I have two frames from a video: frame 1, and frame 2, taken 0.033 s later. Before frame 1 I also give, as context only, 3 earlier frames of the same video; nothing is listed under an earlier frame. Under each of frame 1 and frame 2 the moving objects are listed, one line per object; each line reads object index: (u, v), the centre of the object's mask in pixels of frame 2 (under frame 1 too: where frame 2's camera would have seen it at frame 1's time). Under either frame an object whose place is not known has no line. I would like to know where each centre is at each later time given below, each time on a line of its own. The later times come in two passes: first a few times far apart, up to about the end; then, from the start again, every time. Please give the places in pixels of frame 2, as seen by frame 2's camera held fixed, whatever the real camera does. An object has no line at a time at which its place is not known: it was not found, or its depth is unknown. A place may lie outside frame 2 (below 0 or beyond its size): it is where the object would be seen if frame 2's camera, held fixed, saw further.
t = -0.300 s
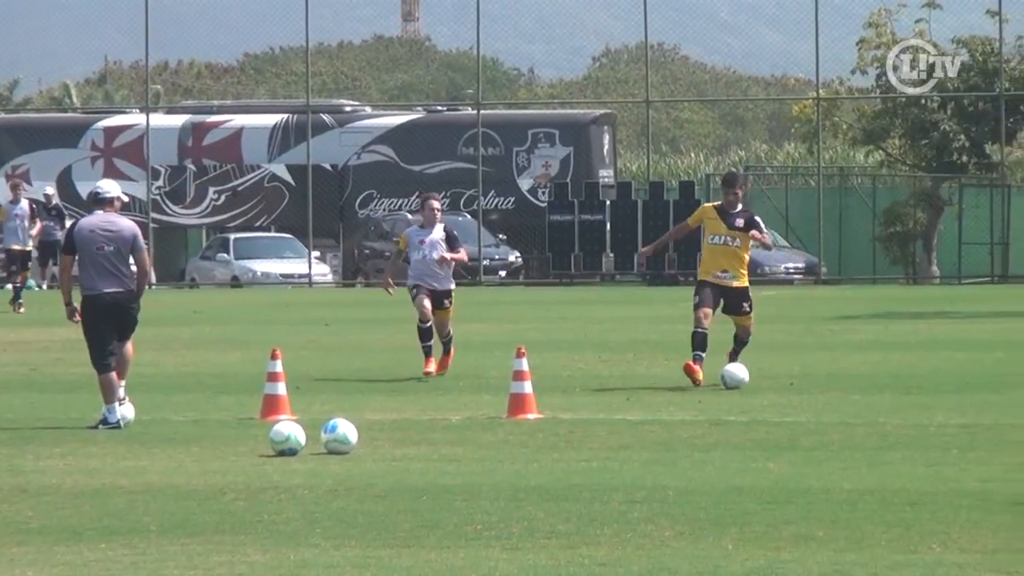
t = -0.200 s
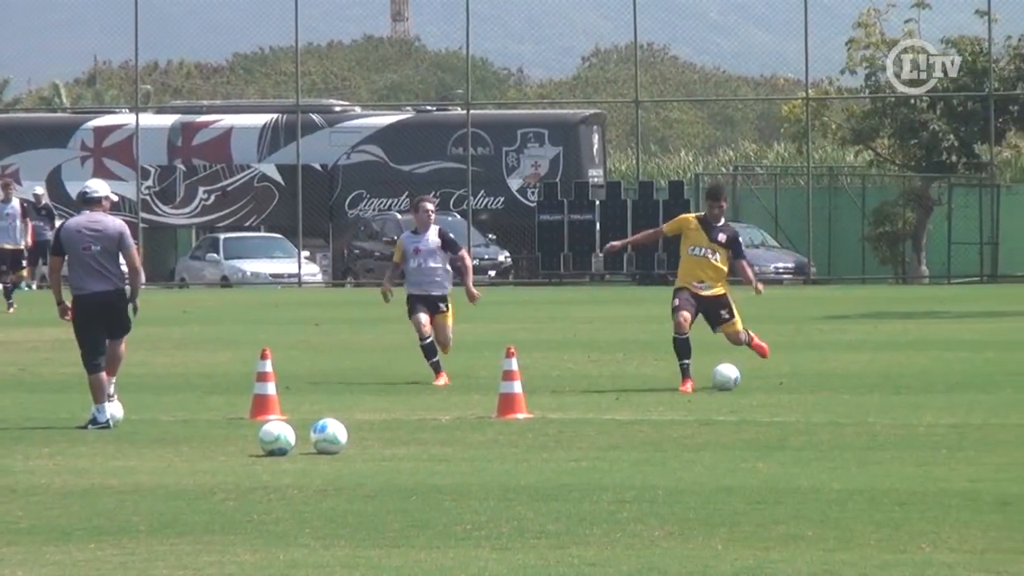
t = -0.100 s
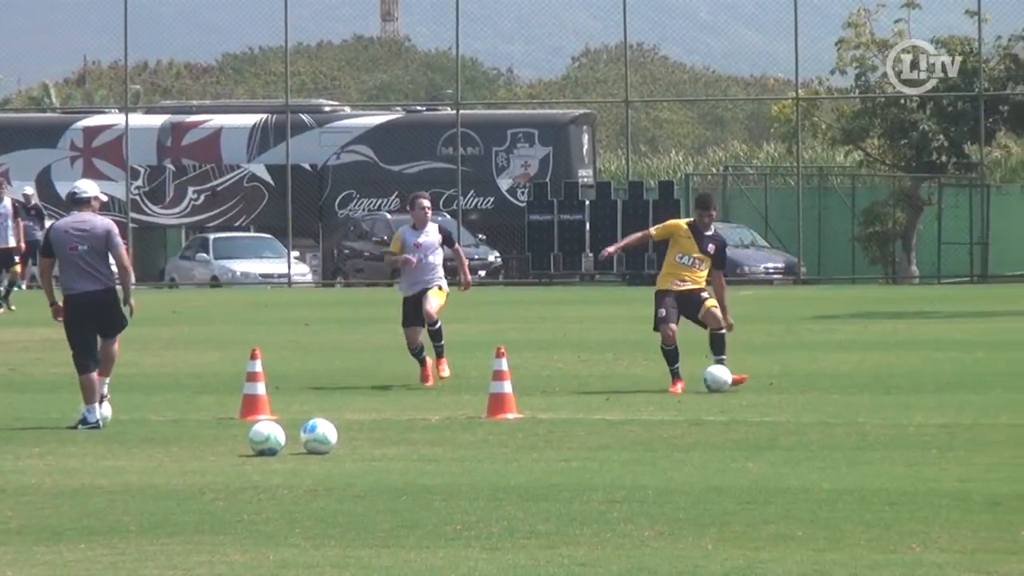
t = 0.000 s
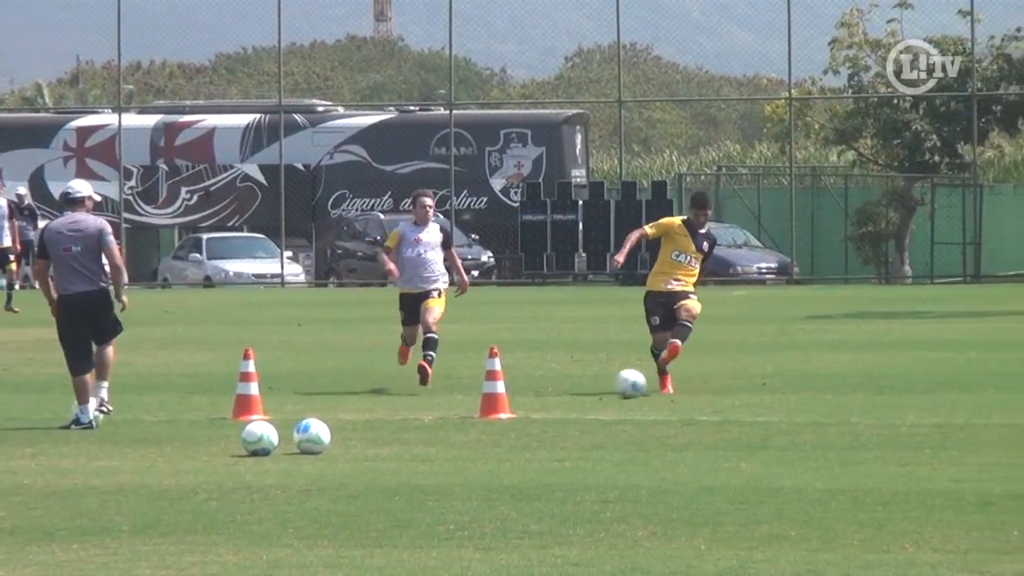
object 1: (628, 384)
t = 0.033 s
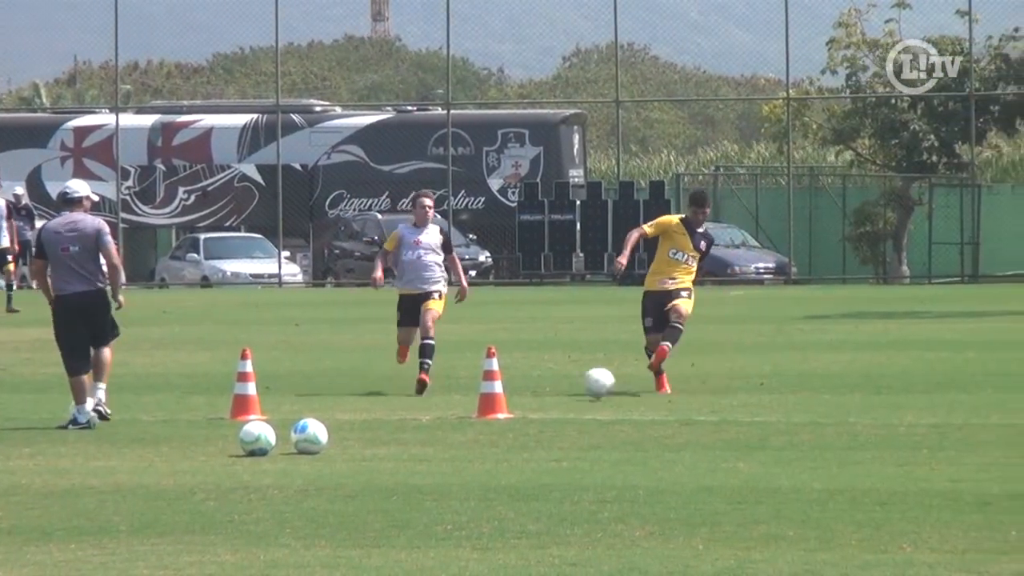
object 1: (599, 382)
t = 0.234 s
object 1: (418, 399)
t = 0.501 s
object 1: (191, 416)
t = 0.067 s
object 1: (569, 383)
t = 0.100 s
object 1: (539, 386)
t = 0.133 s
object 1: (513, 389)
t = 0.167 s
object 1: (471, 397)
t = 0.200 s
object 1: (449, 399)
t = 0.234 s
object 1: (418, 399)
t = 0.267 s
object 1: (389, 402)
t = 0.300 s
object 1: (360, 407)
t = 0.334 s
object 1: (330, 413)
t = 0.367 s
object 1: (300, 411)
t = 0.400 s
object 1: (276, 410)
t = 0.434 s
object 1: (246, 409)
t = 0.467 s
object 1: (219, 412)
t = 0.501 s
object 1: (191, 416)
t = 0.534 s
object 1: (164, 422)
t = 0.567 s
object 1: (135, 431)
